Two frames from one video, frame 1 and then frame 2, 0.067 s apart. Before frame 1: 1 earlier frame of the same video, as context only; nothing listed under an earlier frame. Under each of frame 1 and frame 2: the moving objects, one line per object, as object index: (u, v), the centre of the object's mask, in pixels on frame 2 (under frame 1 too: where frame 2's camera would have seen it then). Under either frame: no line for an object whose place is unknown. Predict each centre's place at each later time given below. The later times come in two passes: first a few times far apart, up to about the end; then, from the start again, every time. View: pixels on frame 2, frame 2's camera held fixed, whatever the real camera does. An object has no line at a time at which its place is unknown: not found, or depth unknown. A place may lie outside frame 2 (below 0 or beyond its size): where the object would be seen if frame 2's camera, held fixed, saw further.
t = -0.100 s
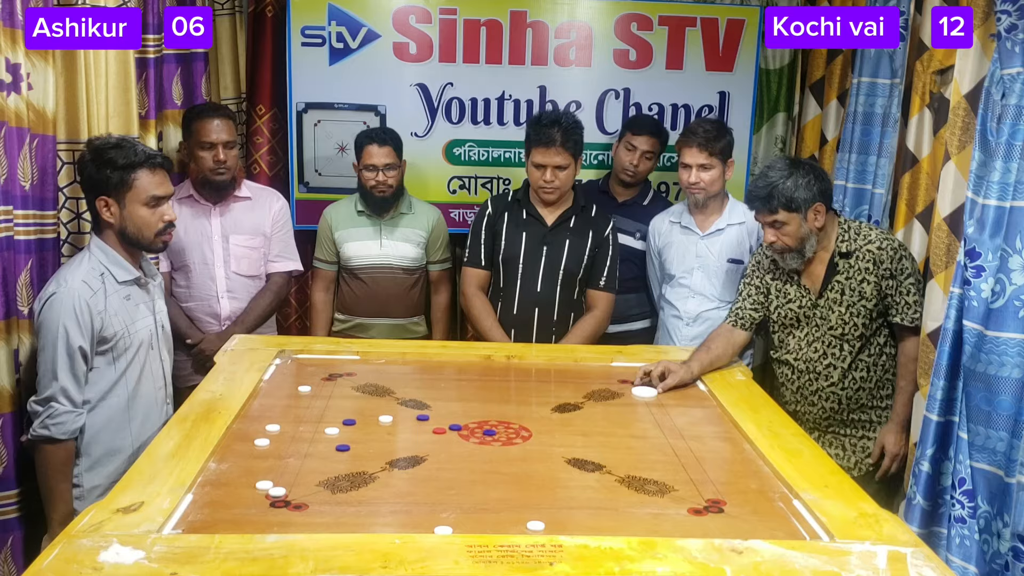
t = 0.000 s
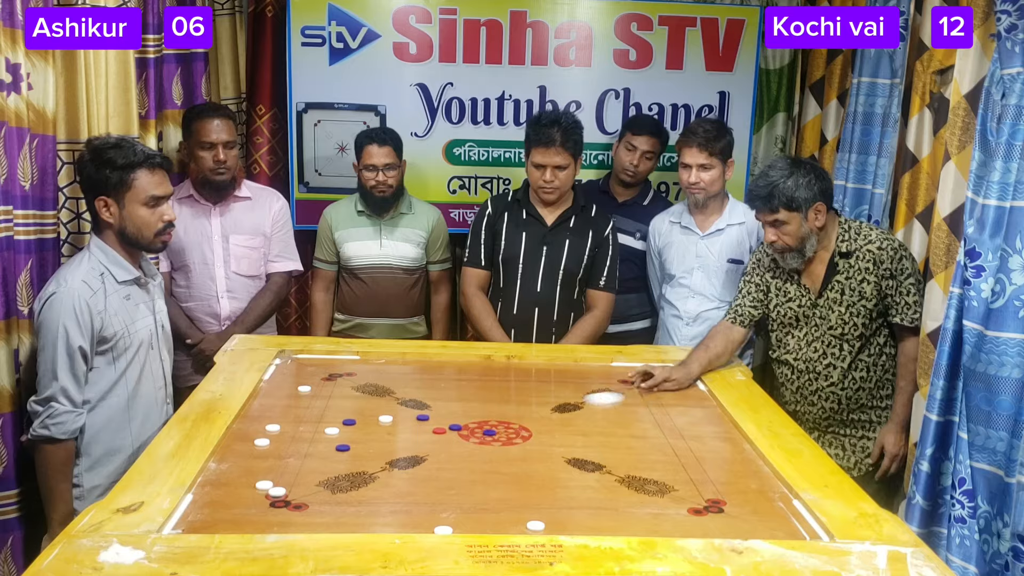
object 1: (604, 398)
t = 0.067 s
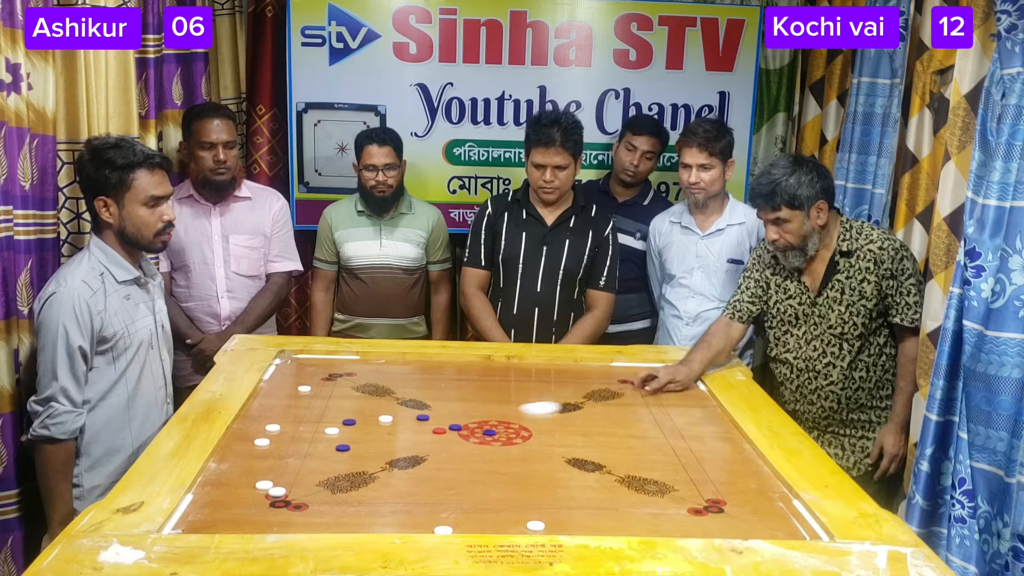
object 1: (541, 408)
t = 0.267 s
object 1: (343, 432)
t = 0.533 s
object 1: (281, 453)
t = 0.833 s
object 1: (329, 465)
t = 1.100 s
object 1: (347, 469)
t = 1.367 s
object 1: (348, 469)
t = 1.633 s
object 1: (348, 469)
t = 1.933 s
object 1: (348, 469)
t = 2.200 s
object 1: (348, 469)
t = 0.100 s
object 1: (507, 413)
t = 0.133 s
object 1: (473, 418)
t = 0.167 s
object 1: (441, 422)
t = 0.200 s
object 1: (411, 425)
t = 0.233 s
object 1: (380, 429)
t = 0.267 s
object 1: (343, 432)
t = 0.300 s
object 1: (325, 436)
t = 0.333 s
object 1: (301, 439)
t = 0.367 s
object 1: (280, 442)
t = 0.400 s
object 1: (263, 444)
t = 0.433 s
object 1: (262, 446)
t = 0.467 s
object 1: (268, 449)
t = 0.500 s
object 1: (275, 451)
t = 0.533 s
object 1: (281, 453)
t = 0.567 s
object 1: (288, 454)
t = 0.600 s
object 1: (294, 456)
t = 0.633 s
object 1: (300, 458)
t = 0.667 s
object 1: (306, 460)
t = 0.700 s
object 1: (311, 461)
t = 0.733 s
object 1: (317, 462)
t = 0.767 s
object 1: (321, 463)
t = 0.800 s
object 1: (325, 464)
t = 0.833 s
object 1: (329, 465)
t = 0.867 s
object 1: (333, 466)
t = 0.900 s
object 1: (336, 467)
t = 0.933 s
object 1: (339, 467)
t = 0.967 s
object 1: (341, 468)
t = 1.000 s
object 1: (343, 468)
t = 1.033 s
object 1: (345, 469)
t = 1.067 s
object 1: (346, 469)
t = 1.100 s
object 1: (347, 469)
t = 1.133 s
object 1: (348, 469)
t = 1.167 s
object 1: (348, 469)
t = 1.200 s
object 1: (348, 469)
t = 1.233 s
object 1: (348, 469)
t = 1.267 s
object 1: (348, 469)
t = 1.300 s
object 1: (348, 469)
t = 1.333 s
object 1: (348, 469)
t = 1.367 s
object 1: (348, 469)
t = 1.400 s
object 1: (348, 469)
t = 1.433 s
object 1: (348, 469)
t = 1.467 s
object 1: (348, 469)
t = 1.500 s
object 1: (348, 469)
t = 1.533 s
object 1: (348, 469)
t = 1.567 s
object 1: (348, 469)
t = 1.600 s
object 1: (348, 469)
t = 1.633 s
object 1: (348, 469)
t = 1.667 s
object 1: (348, 469)
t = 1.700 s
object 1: (348, 469)
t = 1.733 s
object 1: (348, 469)
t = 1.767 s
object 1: (348, 469)
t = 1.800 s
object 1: (348, 469)
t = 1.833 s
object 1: (348, 469)
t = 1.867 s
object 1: (348, 469)
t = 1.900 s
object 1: (348, 469)
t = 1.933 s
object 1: (348, 469)
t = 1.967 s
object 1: (348, 469)
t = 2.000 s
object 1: (348, 469)
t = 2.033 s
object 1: (348, 469)
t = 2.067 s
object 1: (348, 469)
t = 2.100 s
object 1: (348, 469)
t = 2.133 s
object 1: (348, 469)
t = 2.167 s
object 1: (348, 469)
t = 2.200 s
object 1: (348, 469)
